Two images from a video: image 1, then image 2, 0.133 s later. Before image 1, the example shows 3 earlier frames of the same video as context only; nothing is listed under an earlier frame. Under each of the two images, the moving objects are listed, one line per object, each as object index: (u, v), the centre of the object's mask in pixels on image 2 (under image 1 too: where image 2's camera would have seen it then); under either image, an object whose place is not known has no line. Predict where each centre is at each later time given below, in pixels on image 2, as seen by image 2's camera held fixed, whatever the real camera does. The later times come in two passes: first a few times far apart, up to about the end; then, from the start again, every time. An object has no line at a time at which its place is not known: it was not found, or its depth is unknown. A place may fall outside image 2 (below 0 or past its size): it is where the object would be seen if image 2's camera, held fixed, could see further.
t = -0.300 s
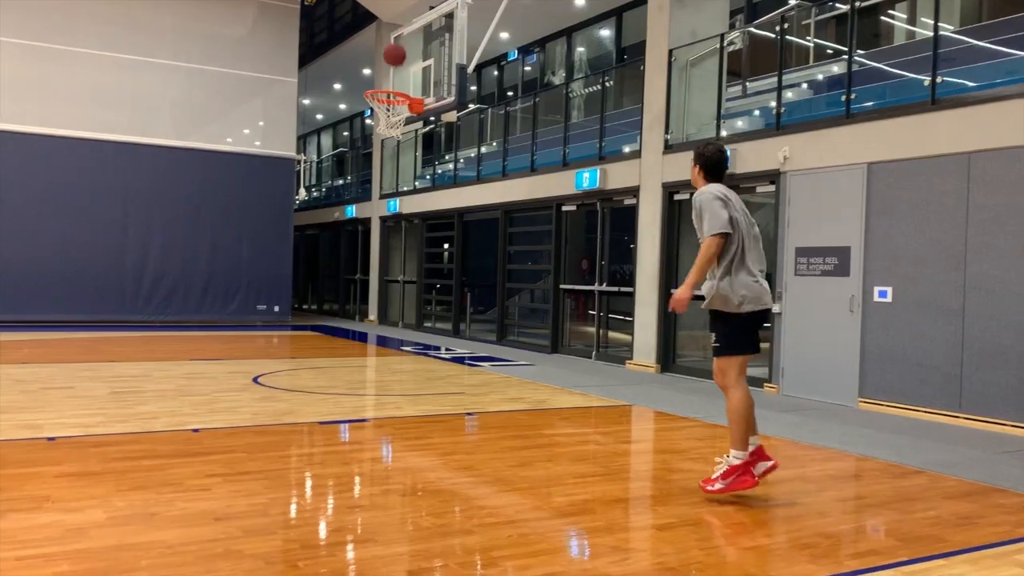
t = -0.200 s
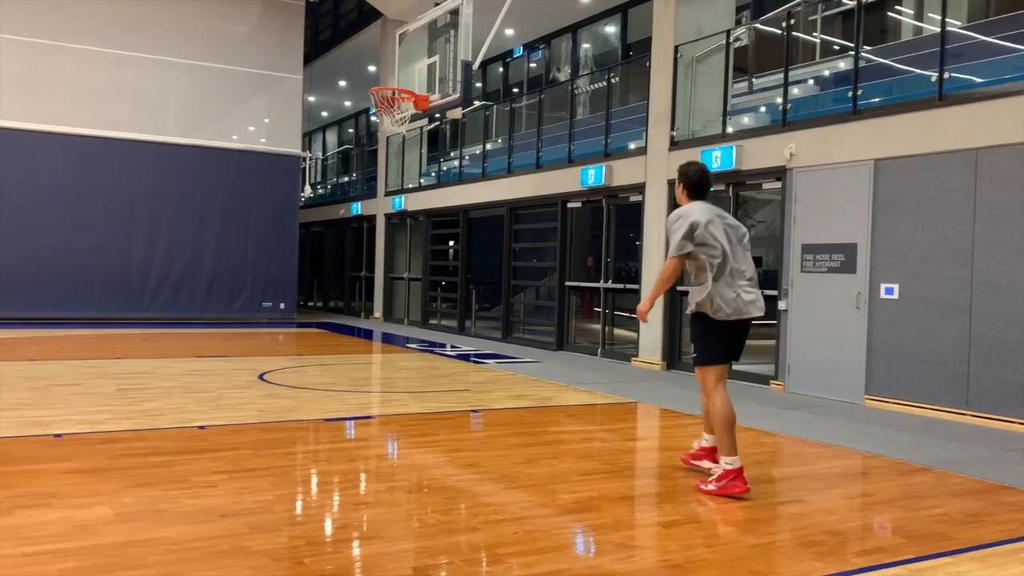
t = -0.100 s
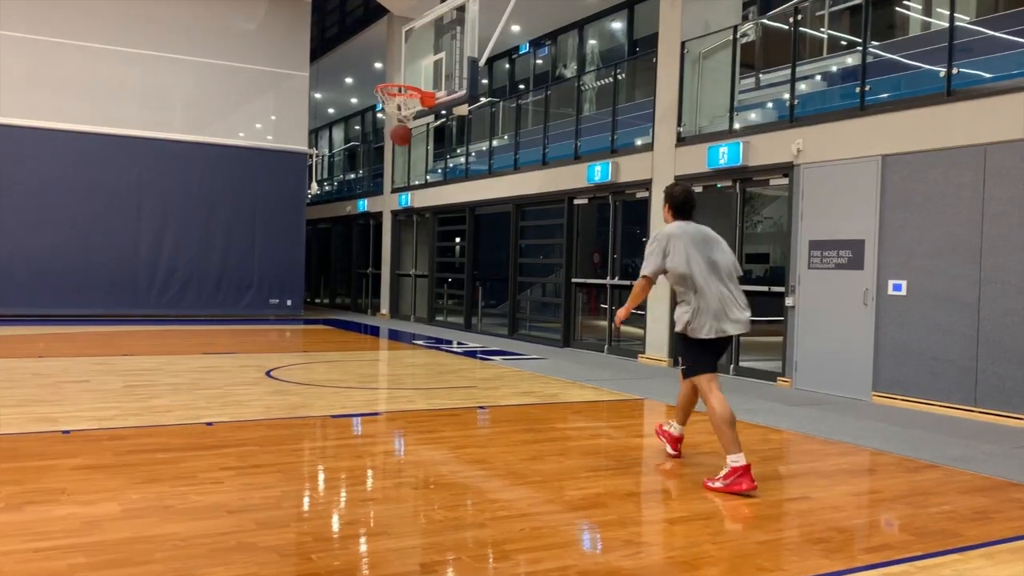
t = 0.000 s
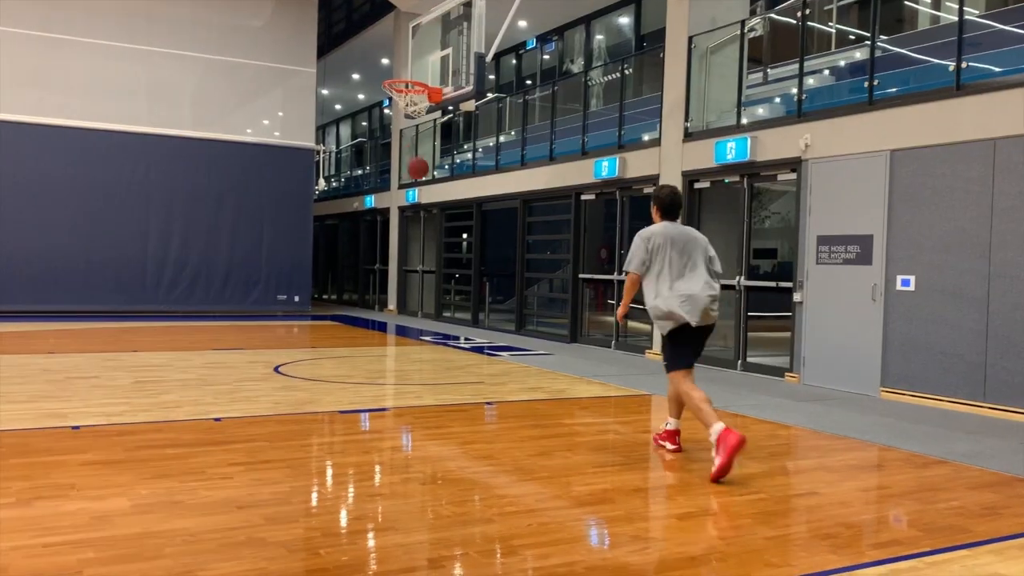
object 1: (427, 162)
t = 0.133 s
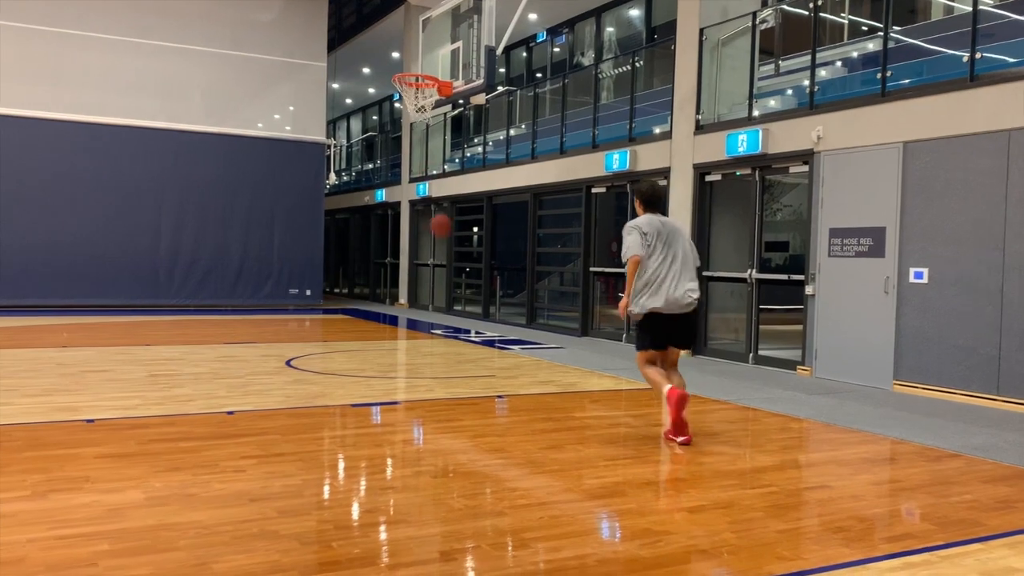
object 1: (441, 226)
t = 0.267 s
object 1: (453, 300)
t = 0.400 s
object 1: (468, 325)
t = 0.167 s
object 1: (444, 243)
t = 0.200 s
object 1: (447, 261)
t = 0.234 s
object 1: (450, 280)
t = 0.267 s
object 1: (453, 300)
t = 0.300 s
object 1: (456, 322)
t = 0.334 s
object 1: (458, 345)
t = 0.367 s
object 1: (462, 342)
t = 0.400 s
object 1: (468, 325)
